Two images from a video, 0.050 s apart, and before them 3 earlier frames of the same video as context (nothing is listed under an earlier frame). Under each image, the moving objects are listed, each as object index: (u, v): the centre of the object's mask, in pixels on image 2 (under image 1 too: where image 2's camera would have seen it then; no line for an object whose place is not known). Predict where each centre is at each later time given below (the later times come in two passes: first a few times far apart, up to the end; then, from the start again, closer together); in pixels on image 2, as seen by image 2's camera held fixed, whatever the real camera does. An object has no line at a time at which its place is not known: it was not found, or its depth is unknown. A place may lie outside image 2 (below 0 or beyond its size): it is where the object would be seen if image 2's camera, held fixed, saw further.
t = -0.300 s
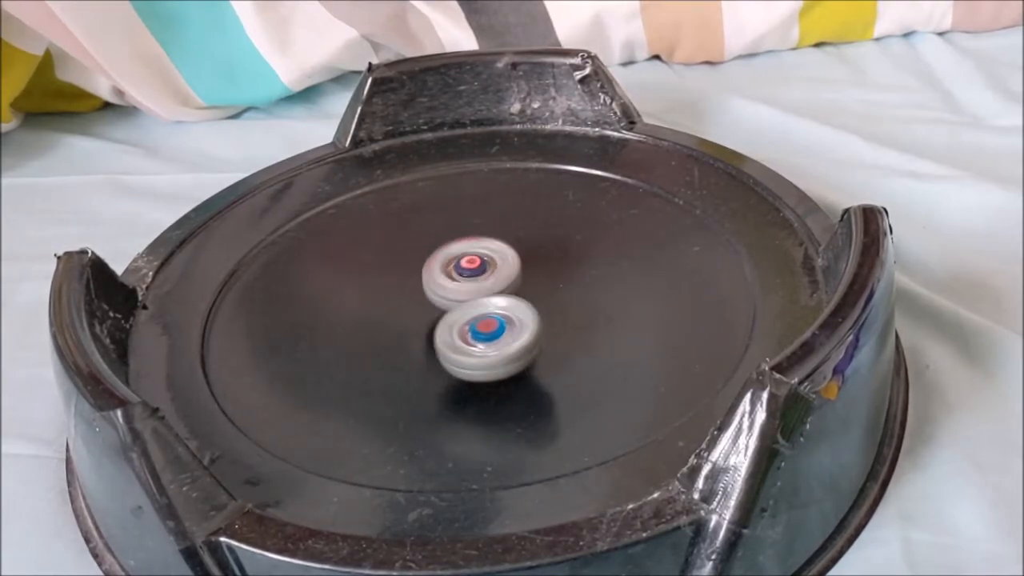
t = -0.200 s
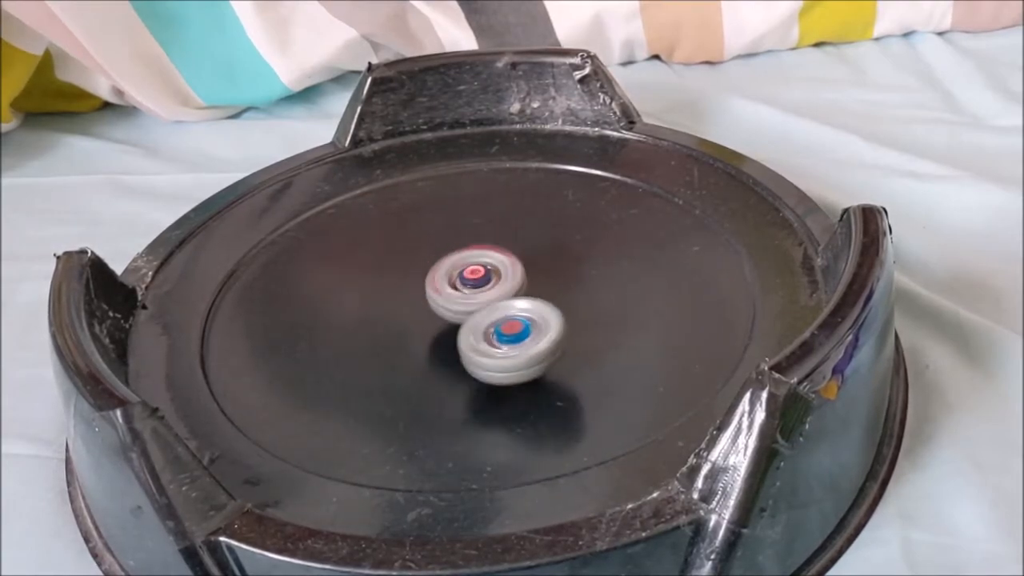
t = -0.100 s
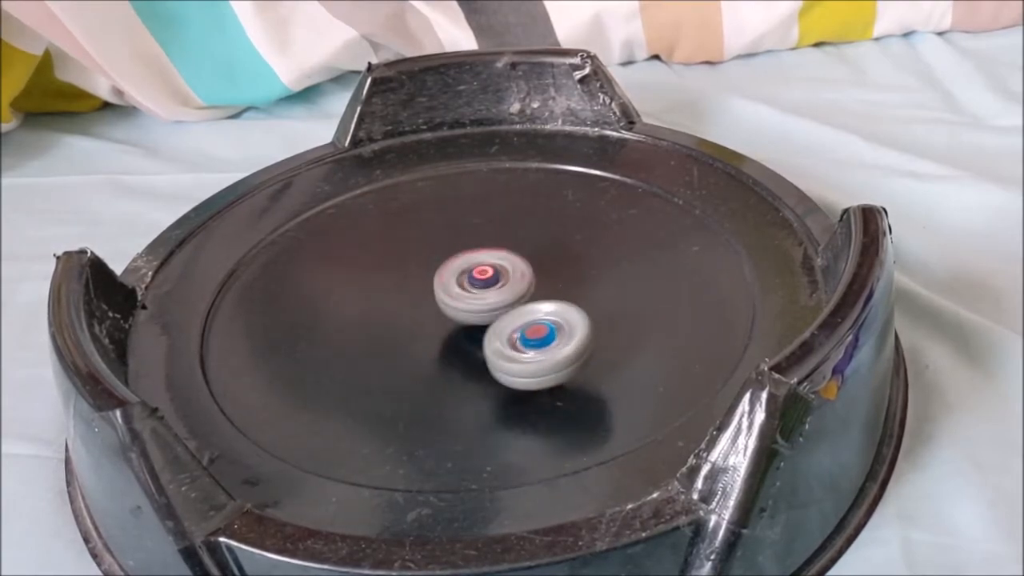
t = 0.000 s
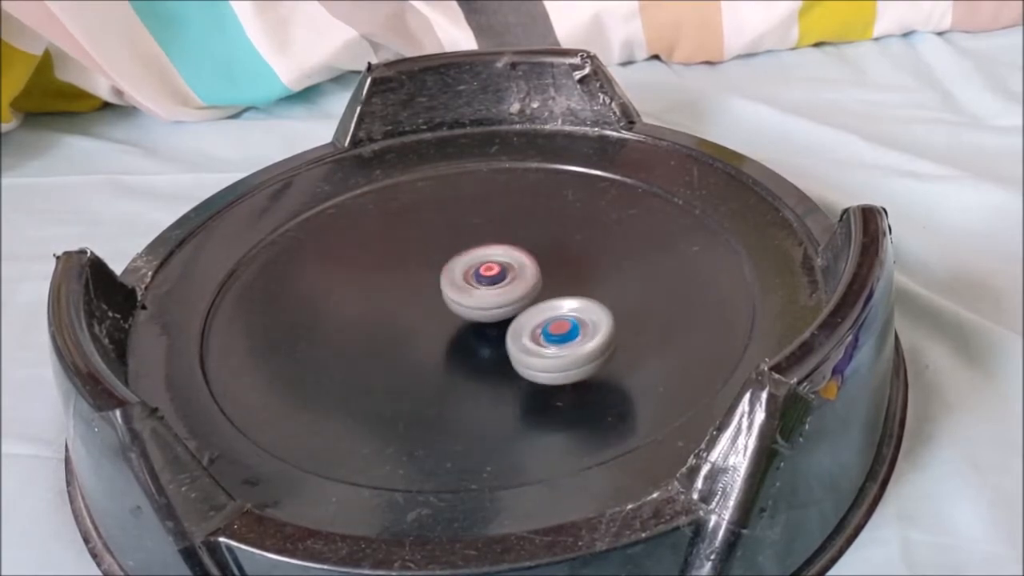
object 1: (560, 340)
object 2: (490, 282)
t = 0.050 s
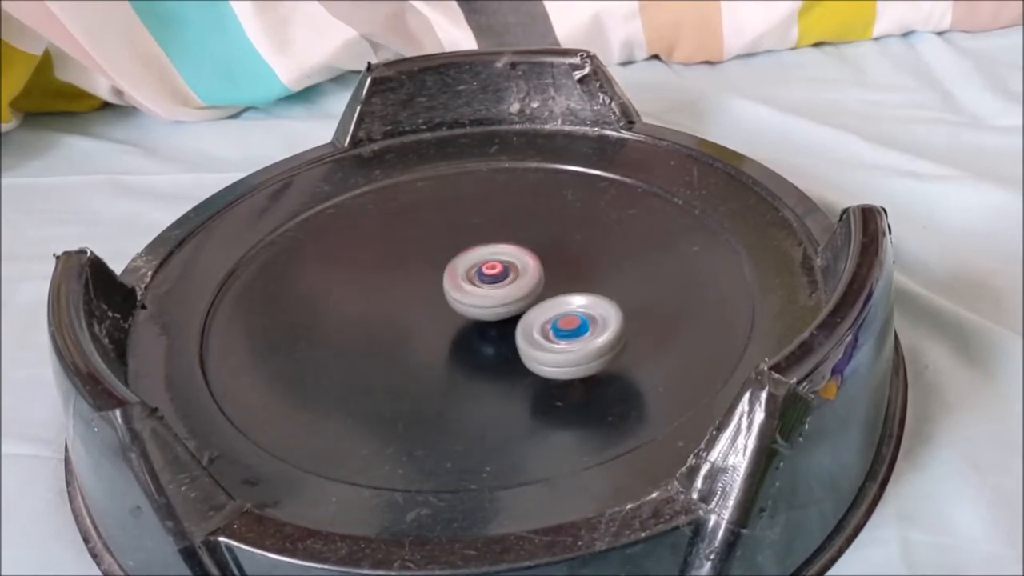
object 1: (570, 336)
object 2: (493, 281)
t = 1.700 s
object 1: (445, 245)
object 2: (474, 307)
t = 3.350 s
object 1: (440, 335)
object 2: (506, 277)
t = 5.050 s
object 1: (399, 285)
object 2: (500, 299)
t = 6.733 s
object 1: (545, 289)
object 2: (463, 329)
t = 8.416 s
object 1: (552, 282)
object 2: (425, 307)
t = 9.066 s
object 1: (568, 297)
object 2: (389, 303)
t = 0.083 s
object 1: (574, 332)
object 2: (494, 281)
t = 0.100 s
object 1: (577, 330)
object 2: (494, 281)
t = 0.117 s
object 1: (578, 329)
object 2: (495, 280)
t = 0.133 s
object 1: (579, 327)
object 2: (495, 280)
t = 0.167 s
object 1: (581, 323)
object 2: (495, 281)
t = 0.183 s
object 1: (581, 321)
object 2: (495, 281)
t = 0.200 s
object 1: (580, 319)
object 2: (494, 281)
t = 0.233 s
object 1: (579, 314)
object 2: (493, 281)
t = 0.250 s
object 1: (577, 313)
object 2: (492, 282)
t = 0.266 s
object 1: (577, 311)
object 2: (491, 282)
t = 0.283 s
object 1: (580, 311)
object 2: (488, 281)
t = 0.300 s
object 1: (581, 311)
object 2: (484, 280)
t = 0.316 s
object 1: (582, 310)
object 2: (480, 279)
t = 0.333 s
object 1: (581, 308)
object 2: (476, 279)
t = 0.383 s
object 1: (577, 304)
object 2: (465, 280)
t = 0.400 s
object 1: (575, 303)
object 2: (461, 281)
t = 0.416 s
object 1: (574, 301)
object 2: (457, 281)
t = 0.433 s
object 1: (571, 300)
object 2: (454, 283)
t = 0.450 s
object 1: (569, 298)
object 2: (451, 284)
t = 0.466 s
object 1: (566, 297)
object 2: (449, 285)
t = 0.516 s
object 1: (556, 295)
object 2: (443, 291)
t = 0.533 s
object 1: (552, 294)
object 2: (443, 293)
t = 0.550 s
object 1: (549, 293)
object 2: (442, 295)
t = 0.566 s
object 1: (547, 293)
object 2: (440, 296)
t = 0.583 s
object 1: (554, 292)
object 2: (433, 297)
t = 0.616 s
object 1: (563, 290)
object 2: (423, 301)
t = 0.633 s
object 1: (564, 289)
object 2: (419, 302)
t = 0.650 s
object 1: (562, 288)
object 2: (415, 305)
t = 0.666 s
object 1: (561, 288)
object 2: (413, 306)
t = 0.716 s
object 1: (554, 285)
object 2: (410, 311)
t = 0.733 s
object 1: (551, 284)
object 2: (410, 312)
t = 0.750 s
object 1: (548, 283)
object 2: (411, 313)
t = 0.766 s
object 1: (545, 282)
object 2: (412, 314)
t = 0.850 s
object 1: (530, 279)
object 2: (426, 317)
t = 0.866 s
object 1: (526, 279)
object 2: (432, 317)
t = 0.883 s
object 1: (528, 277)
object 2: (432, 318)
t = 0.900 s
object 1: (534, 272)
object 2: (426, 320)
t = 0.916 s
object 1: (537, 270)
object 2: (421, 322)
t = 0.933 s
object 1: (540, 268)
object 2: (416, 324)
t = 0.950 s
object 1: (540, 267)
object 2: (411, 326)
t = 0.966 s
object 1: (539, 266)
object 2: (407, 329)
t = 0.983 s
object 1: (537, 264)
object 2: (404, 330)
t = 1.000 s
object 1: (535, 264)
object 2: (402, 332)
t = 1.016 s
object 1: (533, 262)
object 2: (400, 334)
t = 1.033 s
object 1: (531, 261)
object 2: (399, 335)
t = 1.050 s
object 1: (529, 260)
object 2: (400, 336)
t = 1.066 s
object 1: (527, 259)
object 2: (400, 337)
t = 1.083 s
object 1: (524, 259)
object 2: (403, 338)
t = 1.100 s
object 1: (521, 258)
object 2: (405, 338)
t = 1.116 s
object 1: (519, 258)
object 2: (408, 338)
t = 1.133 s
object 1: (516, 257)
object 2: (411, 339)
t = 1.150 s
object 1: (514, 257)
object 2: (416, 337)
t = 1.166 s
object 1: (510, 257)
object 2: (421, 336)
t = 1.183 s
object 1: (508, 257)
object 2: (426, 335)
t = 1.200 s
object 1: (505, 256)
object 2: (431, 332)
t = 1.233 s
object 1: (499, 256)
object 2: (442, 325)
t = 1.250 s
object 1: (497, 256)
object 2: (446, 321)
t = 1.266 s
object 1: (495, 255)
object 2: (450, 318)
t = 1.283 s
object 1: (493, 252)
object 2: (452, 315)
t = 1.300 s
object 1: (493, 250)
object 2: (452, 315)
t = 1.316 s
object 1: (492, 248)
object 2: (452, 314)
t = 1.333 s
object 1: (490, 247)
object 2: (453, 313)
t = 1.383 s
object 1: (484, 245)
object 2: (455, 310)
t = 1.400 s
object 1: (481, 245)
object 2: (456, 310)
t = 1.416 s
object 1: (479, 244)
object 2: (456, 309)
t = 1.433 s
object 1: (478, 243)
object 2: (455, 310)
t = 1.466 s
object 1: (474, 241)
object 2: (454, 312)
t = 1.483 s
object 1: (472, 241)
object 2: (454, 313)
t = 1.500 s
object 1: (470, 240)
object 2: (454, 313)
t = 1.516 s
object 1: (468, 240)
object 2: (455, 313)
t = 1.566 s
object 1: (461, 240)
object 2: (458, 313)
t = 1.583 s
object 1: (459, 240)
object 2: (459, 314)
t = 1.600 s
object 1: (457, 241)
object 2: (461, 314)
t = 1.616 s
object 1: (454, 241)
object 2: (463, 313)
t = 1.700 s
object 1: (445, 245)
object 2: (474, 307)
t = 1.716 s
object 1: (444, 246)
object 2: (476, 306)
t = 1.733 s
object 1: (442, 245)
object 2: (479, 305)
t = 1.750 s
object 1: (440, 244)
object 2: (481, 305)
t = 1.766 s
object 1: (440, 244)
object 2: (484, 305)
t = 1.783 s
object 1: (438, 245)
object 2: (486, 305)
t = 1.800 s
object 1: (438, 246)
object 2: (489, 306)
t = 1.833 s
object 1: (436, 248)
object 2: (494, 304)
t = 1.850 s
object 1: (435, 250)
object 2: (496, 304)
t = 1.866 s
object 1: (433, 251)
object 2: (500, 303)
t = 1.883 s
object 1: (433, 252)
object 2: (502, 301)
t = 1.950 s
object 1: (431, 259)
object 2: (508, 296)
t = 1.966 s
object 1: (430, 260)
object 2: (509, 294)
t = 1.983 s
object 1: (428, 260)
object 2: (513, 294)
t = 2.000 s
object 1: (428, 260)
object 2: (519, 295)
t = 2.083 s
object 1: (425, 265)
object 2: (545, 292)
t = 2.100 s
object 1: (424, 267)
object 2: (549, 290)
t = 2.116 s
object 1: (425, 268)
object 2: (551, 290)
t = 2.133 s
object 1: (425, 270)
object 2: (554, 289)
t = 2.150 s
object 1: (426, 272)
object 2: (555, 287)
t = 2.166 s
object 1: (427, 273)
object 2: (557, 286)
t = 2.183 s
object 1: (428, 275)
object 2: (557, 285)
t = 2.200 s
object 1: (429, 276)
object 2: (557, 284)
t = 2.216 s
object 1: (430, 278)
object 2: (556, 283)
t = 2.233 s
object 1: (432, 280)
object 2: (555, 281)
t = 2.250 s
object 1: (433, 281)
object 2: (553, 281)
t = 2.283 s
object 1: (438, 284)
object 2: (548, 280)
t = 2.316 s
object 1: (440, 286)
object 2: (544, 279)
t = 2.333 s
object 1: (439, 286)
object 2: (545, 279)
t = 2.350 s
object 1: (433, 287)
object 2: (551, 278)
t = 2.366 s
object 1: (430, 288)
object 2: (555, 277)
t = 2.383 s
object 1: (429, 289)
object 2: (559, 276)
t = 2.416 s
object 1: (429, 291)
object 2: (564, 274)
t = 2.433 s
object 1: (429, 292)
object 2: (566, 273)
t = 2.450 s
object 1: (430, 293)
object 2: (567, 273)
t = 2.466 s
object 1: (430, 295)
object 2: (567, 272)
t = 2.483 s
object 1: (432, 296)
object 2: (567, 272)
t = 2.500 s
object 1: (432, 297)
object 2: (567, 271)
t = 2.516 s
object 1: (434, 299)
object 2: (565, 272)
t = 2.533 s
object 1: (435, 300)
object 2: (563, 271)
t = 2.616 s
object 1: (445, 306)
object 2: (550, 275)
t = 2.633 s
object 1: (447, 307)
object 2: (547, 276)
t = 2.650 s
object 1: (444, 309)
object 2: (547, 277)
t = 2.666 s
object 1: (445, 310)
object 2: (546, 277)
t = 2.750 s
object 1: (440, 316)
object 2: (546, 279)
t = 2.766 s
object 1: (439, 318)
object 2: (546, 279)
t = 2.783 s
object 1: (440, 319)
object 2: (545, 279)
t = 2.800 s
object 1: (439, 320)
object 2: (545, 279)
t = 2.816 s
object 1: (440, 321)
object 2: (544, 280)
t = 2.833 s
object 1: (440, 322)
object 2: (542, 280)
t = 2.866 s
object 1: (442, 324)
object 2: (538, 282)
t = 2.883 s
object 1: (442, 326)
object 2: (537, 283)
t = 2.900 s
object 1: (443, 326)
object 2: (536, 283)
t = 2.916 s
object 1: (436, 328)
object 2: (539, 282)
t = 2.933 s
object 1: (434, 330)
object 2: (541, 282)
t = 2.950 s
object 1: (431, 331)
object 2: (544, 281)
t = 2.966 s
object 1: (431, 332)
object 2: (546, 279)
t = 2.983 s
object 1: (429, 333)
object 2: (548, 278)
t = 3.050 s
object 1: (429, 335)
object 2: (553, 273)
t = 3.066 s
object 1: (429, 336)
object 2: (553, 271)
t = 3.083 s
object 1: (429, 336)
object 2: (552, 270)
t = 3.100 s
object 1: (429, 337)
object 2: (551, 270)
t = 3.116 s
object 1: (430, 337)
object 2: (548, 269)
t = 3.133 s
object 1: (430, 337)
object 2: (547, 269)
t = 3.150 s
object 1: (432, 337)
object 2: (543, 269)
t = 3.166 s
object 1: (432, 337)
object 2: (540, 269)
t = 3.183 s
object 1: (434, 337)
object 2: (537, 270)
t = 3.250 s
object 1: (441, 335)
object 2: (523, 273)
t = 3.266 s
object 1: (444, 334)
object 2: (519, 275)
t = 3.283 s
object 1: (445, 333)
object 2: (516, 276)
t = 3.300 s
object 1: (445, 333)
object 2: (513, 276)
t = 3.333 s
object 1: (442, 335)
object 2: (508, 276)
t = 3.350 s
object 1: (440, 335)
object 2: (506, 277)
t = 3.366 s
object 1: (436, 336)
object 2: (505, 277)
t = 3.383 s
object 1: (431, 338)
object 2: (505, 277)
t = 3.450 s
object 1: (424, 342)
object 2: (503, 273)
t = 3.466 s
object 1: (423, 343)
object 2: (503, 273)
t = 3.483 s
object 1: (423, 342)
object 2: (502, 273)
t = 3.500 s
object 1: (422, 343)
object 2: (500, 272)
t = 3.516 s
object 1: (422, 343)
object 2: (499, 272)
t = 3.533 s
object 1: (421, 343)
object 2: (497, 273)
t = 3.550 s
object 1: (422, 343)
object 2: (496, 273)
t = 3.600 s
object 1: (421, 342)
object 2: (490, 275)
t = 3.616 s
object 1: (423, 341)
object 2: (489, 276)
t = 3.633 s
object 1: (423, 340)
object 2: (487, 276)
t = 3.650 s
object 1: (424, 339)
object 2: (486, 277)
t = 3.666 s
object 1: (424, 338)
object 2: (485, 278)
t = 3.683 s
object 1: (424, 338)
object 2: (485, 278)
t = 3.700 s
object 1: (420, 339)
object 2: (486, 277)
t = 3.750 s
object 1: (414, 341)
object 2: (493, 273)
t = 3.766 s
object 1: (413, 341)
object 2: (495, 272)
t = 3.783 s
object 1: (413, 341)
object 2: (497, 269)
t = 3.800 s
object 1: (413, 341)
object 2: (500, 267)
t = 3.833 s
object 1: (414, 340)
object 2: (502, 265)
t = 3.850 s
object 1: (414, 339)
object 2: (504, 263)
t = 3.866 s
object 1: (415, 338)
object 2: (504, 262)
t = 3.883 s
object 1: (416, 338)
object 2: (504, 261)
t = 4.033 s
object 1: (429, 324)
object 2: (502, 260)
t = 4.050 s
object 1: (430, 323)
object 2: (502, 262)
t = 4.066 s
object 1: (433, 321)
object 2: (501, 263)
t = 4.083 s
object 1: (434, 320)
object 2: (501, 264)
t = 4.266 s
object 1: (442, 307)
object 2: (519, 255)
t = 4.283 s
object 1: (444, 306)
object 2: (519, 255)
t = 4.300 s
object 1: (443, 306)
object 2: (520, 255)
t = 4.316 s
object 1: (443, 304)
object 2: (521, 254)
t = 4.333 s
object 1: (443, 304)
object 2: (522, 254)
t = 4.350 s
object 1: (440, 303)
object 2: (526, 253)
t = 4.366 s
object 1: (430, 304)
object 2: (534, 250)
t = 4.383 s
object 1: (425, 305)
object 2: (542, 251)
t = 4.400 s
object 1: (421, 305)
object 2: (547, 253)
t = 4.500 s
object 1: (414, 305)
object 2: (556, 254)
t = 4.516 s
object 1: (413, 305)
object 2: (557, 253)
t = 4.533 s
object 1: (414, 304)
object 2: (559, 252)
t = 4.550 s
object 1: (413, 305)
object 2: (561, 253)
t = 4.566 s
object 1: (414, 304)
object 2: (563, 253)
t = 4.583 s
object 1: (414, 304)
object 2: (565, 254)
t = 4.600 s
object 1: (415, 303)
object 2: (565, 256)
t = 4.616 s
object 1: (416, 303)
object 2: (564, 259)
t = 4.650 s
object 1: (419, 302)
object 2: (563, 265)
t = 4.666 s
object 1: (421, 301)
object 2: (561, 269)
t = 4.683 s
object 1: (422, 301)
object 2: (557, 273)
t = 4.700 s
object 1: (424, 300)
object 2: (554, 276)
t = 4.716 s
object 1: (425, 300)
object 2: (551, 279)
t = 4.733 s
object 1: (427, 298)
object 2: (547, 282)
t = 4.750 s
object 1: (429, 298)
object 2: (543, 286)
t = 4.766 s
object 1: (431, 296)
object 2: (539, 287)
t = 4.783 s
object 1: (424, 295)
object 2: (541, 288)
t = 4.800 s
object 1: (417, 293)
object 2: (546, 288)
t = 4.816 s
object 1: (411, 293)
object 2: (551, 291)
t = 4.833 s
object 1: (408, 292)
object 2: (553, 293)
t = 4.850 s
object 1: (406, 291)
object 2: (552, 294)
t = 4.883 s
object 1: (404, 290)
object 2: (545, 297)
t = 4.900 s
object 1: (402, 290)
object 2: (542, 299)
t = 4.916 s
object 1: (402, 289)
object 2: (538, 300)
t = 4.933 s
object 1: (401, 289)
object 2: (533, 301)
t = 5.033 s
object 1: (400, 286)
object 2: (502, 299)
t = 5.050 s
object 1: (399, 285)
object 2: (500, 299)
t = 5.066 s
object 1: (396, 284)
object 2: (499, 298)
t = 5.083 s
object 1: (396, 283)
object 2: (497, 297)
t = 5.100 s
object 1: (394, 283)
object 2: (495, 296)
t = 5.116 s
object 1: (395, 281)
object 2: (493, 294)
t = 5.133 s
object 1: (394, 282)
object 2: (491, 291)
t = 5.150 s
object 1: (394, 281)
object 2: (489, 289)
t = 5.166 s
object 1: (392, 281)
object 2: (491, 286)
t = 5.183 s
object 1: (392, 280)
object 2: (493, 285)
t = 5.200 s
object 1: (391, 280)
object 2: (493, 285)
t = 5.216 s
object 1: (392, 279)
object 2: (493, 285)
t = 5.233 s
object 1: (392, 279)
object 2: (494, 286)
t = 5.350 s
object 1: (403, 278)
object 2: (504, 285)
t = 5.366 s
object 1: (404, 276)
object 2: (508, 285)
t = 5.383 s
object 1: (404, 276)
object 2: (510, 286)
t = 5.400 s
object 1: (406, 275)
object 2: (513, 287)
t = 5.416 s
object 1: (407, 275)
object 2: (515, 288)
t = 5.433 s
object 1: (409, 274)
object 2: (518, 289)
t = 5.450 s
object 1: (411, 275)
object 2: (520, 290)
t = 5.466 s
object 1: (413, 274)
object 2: (522, 291)
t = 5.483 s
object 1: (415, 274)
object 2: (524, 292)
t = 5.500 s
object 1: (418, 273)
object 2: (524, 294)
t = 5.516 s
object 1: (420, 274)
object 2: (525, 296)
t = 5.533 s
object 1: (422, 273)
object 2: (526, 299)
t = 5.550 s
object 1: (425, 273)
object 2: (526, 302)
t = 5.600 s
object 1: (433, 273)
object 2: (522, 308)
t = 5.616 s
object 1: (436, 273)
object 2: (521, 310)
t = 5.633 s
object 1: (438, 273)
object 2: (520, 312)
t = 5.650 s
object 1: (442, 273)
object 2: (518, 314)
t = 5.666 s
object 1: (444, 273)
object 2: (515, 317)
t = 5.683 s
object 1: (448, 273)
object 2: (511, 319)
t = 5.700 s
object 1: (449, 273)
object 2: (508, 321)
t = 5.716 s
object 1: (451, 270)
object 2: (504, 323)
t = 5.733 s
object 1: (451, 269)
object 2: (501, 325)
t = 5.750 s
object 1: (454, 267)
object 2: (498, 325)
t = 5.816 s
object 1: (462, 264)
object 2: (483, 323)
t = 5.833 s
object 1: (465, 262)
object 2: (478, 322)
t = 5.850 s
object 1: (467, 261)
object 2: (473, 323)
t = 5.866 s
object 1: (470, 261)
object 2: (470, 324)
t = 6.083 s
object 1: (497, 258)
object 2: (439, 323)
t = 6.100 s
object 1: (498, 258)
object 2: (437, 323)
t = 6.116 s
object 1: (501, 258)
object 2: (437, 323)
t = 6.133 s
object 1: (502, 259)
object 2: (437, 324)
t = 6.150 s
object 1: (504, 259)
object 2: (438, 324)
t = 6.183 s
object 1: (508, 260)
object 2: (439, 323)
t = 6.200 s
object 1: (510, 261)
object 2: (440, 322)
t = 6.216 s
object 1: (511, 261)
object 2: (442, 322)
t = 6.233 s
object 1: (513, 262)
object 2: (442, 323)
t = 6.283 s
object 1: (517, 265)
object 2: (445, 324)
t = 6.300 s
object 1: (519, 266)
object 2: (446, 324)
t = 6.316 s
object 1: (520, 267)
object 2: (447, 324)
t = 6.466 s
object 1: (527, 278)
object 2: (453, 326)
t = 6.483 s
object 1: (529, 279)
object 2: (454, 326)
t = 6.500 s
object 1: (529, 281)
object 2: (454, 326)
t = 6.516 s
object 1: (531, 280)
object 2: (452, 326)
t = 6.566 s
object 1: (534, 281)
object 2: (453, 327)
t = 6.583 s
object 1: (536, 282)
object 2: (455, 327)
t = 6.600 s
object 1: (536, 283)
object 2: (458, 326)
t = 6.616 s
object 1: (537, 284)
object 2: (460, 326)
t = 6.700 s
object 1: (544, 288)
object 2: (462, 328)
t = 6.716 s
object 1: (544, 288)
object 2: (463, 328)
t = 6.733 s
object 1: (545, 289)
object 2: (463, 329)
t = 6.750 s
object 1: (545, 290)
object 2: (462, 329)
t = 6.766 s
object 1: (545, 290)
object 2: (462, 329)
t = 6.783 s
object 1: (545, 291)
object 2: (462, 330)
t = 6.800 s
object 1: (545, 292)
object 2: (462, 329)
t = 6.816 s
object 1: (545, 293)
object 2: (462, 329)
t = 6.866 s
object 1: (543, 295)
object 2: (461, 328)
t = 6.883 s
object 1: (543, 296)
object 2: (461, 327)
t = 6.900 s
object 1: (542, 296)
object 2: (460, 327)
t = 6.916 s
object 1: (545, 295)
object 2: (459, 326)
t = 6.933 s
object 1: (546, 295)
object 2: (459, 326)
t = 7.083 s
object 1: (556, 290)
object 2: (449, 322)
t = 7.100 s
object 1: (557, 289)
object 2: (450, 322)
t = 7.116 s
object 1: (556, 289)
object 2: (449, 321)
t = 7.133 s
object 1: (555, 288)
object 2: (449, 321)
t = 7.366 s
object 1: (533, 282)
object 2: (436, 317)
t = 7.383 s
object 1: (536, 281)
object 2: (433, 317)
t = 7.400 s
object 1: (536, 280)
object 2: (433, 316)
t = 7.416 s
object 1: (535, 279)
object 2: (433, 316)
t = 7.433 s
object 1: (533, 279)
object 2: (433, 316)
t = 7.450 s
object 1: (533, 277)
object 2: (435, 315)
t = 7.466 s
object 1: (532, 277)
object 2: (437, 313)
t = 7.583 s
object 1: (519, 274)
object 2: (436, 307)
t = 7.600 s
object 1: (516, 274)
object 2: (436, 307)
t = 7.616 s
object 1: (515, 273)
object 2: (436, 307)
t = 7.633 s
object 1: (513, 273)
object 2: (436, 306)
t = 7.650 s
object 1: (512, 271)
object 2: (437, 306)
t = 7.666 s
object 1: (513, 272)
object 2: (436, 306)
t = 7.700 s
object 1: (516, 271)
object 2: (432, 306)
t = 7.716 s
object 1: (519, 273)
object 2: (430, 307)
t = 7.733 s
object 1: (523, 272)
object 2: (428, 307)
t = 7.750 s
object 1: (524, 273)
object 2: (428, 307)
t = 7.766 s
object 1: (525, 272)
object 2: (428, 305)
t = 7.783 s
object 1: (528, 271)
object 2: (428, 303)
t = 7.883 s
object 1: (535, 268)
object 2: (429, 307)
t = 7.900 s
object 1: (537, 267)
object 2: (430, 306)
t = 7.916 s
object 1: (538, 267)
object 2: (431, 305)
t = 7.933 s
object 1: (539, 266)
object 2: (432, 305)
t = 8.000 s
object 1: (542, 267)
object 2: (436, 307)
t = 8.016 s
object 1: (543, 266)
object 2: (437, 308)
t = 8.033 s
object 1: (543, 267)
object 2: (439, 308)
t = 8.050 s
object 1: (543, 267)
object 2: (442, 308)
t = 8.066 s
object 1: (544, 267)
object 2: (444, 308)
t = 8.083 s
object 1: (543, 269)
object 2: (444, 309)
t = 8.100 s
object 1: (543, 269)
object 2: (446, 309)
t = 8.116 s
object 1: (543, 270)
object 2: (446, 309)
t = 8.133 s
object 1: (541, 271)
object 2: (447, 309)
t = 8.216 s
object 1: (536, 276)
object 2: (448, 310)
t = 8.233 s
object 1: (536, 277)
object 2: (448, 310)
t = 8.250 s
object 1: (534, 278)
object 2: (449, 310)
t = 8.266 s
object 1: (532, 279)
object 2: (448, 310)
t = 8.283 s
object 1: (531, 280)
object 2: (448, 310)
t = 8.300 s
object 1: (532, 281)
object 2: (447, 310)
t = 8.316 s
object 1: (532, 282)
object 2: (445, 309)
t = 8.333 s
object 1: (533, 283)
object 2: (445, 310)
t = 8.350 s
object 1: (539, 282)
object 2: (437, 309)
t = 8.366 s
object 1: (546, 282)
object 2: (433, 308)
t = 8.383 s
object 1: (549, 282)
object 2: (430, 308)
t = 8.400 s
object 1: (551, 282)
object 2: (427, 307)
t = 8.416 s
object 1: (552, 282)
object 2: (425, 307)
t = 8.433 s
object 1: (552, 282)
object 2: (424, 306)
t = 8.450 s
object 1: (554, 281)
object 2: (424, 306)
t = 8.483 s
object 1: (555, 281)
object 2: (424, 306)
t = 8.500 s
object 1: (556, 282)
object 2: (425, 305)
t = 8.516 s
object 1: (556, 283)
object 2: (427, 300)
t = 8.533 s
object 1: (556, 282)
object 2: (429, 297)
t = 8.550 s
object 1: (556, 283)
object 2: (430, 297)
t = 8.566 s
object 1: (555, 283)
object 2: (431, 298)
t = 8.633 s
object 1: (552, 285)
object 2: (434, 298)
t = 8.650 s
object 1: (549, 286)
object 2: (435, 298)
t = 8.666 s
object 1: (549, 286)
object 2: (435, 298)
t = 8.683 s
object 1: (548, 286)
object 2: (436, 298)
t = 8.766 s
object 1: (538, 290)
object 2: (442, 300)
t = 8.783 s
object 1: (536, 290)
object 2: (443, 301)
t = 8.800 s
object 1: (533, 292)
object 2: (442, 301)
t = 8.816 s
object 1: (532, 291)
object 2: (442, 302)
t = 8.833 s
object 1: (531, 292)
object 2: (442, 302)
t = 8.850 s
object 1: (536, 292)
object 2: (436, 300)
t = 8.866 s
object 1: (545, 295)
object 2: (429, 298)
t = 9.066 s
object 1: (568, 297)
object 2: (389, 303)
